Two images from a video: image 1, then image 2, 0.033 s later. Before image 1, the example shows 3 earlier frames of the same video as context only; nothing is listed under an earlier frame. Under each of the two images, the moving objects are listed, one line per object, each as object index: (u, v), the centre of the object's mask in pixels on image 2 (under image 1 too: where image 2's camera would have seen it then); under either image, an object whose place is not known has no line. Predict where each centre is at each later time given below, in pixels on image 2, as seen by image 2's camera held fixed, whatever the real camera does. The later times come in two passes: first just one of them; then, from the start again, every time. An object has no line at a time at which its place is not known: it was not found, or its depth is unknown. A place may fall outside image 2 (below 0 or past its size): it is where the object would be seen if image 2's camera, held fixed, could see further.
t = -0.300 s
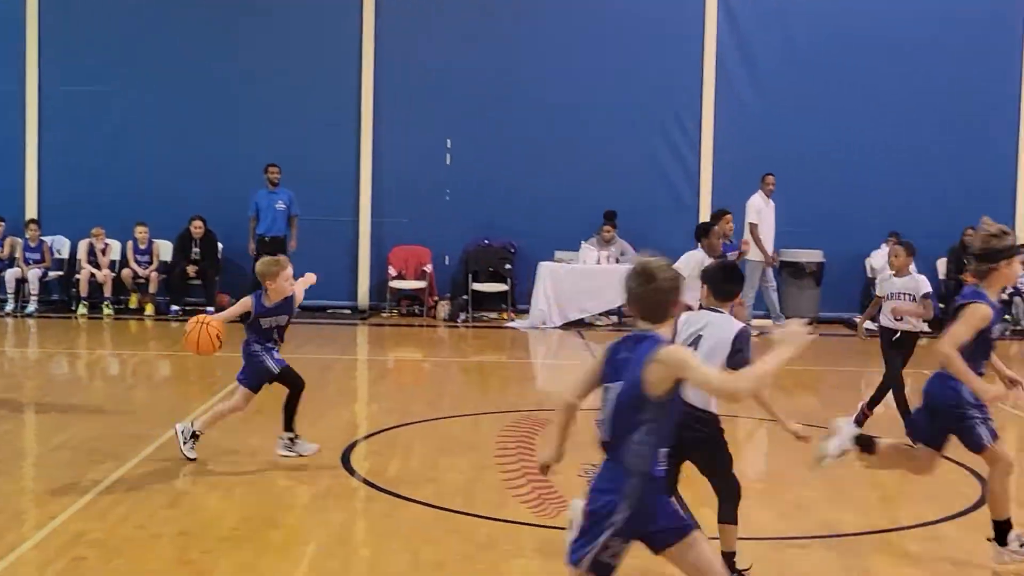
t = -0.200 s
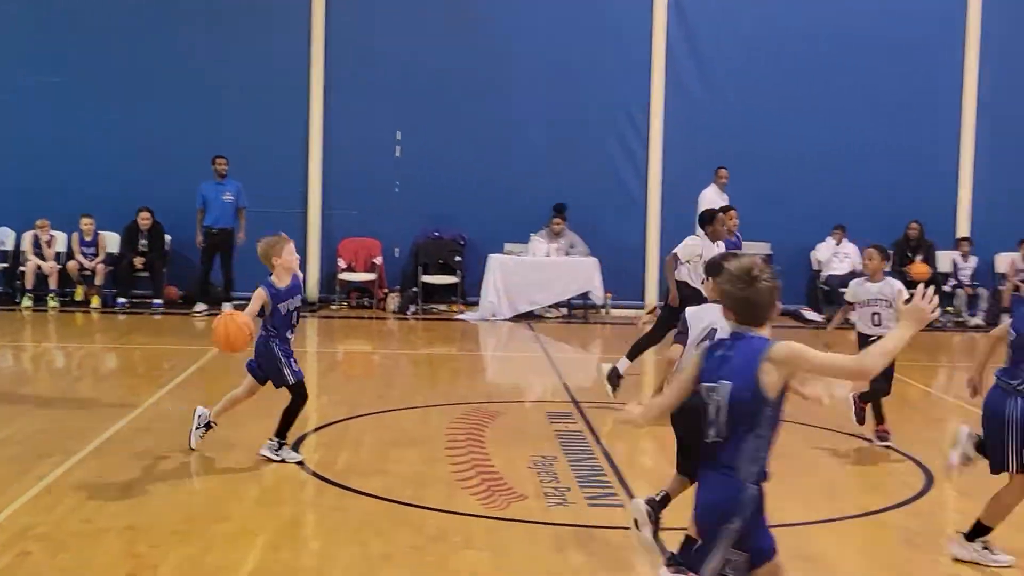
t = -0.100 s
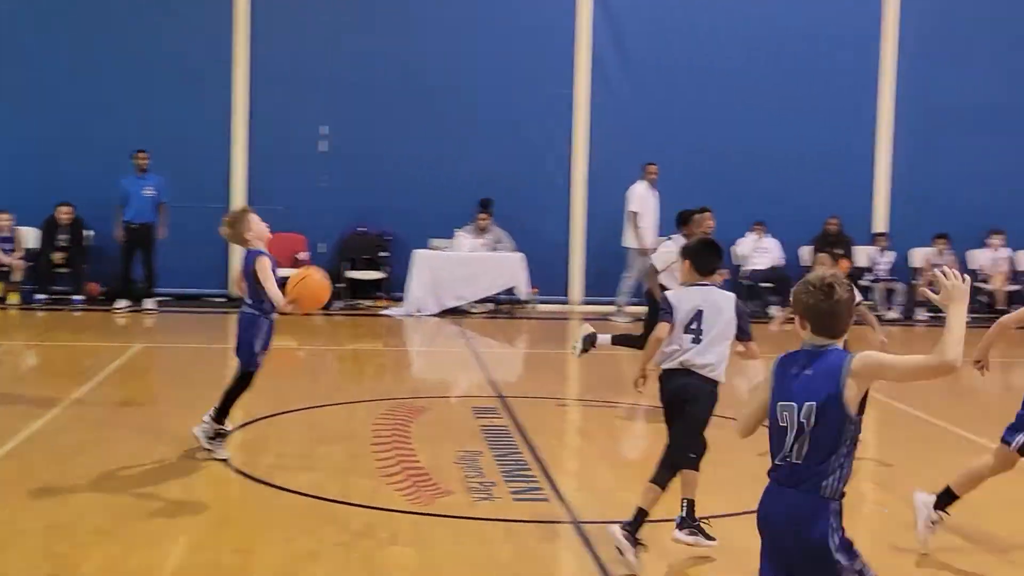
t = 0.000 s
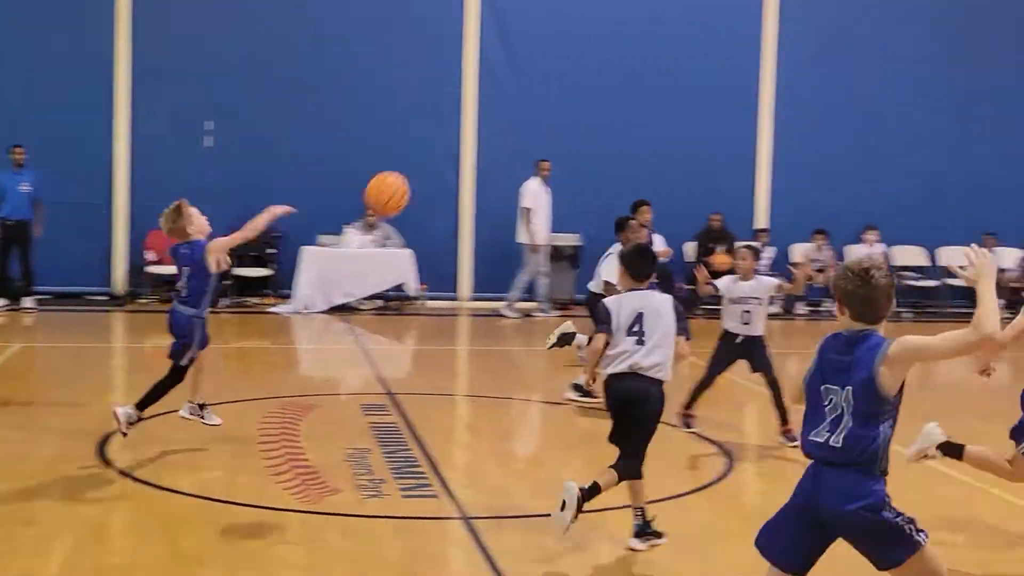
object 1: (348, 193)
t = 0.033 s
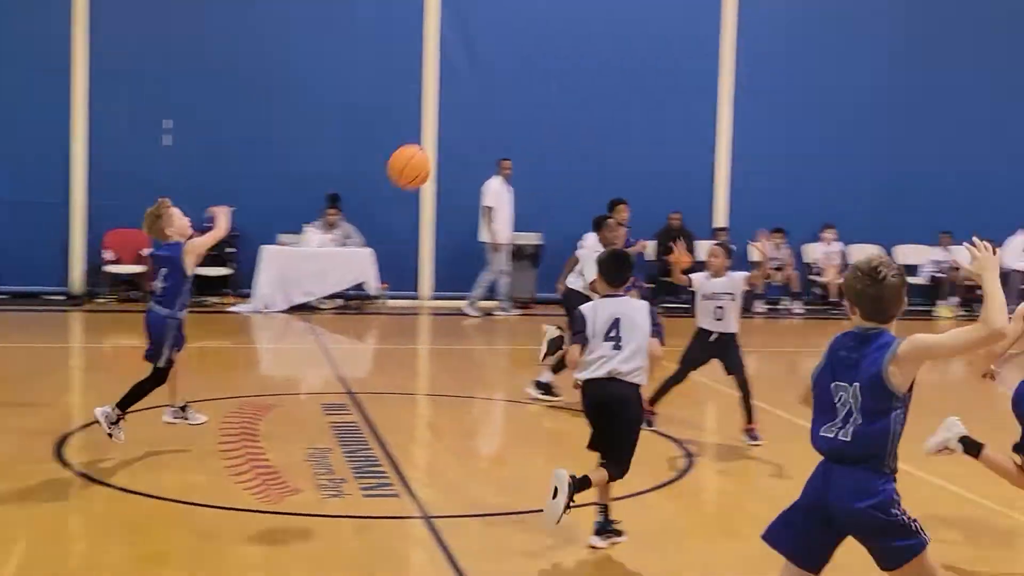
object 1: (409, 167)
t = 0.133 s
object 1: (588, 99)
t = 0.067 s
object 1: (471, 142)
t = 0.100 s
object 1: (530, 119)
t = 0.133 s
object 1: (588, 99)
